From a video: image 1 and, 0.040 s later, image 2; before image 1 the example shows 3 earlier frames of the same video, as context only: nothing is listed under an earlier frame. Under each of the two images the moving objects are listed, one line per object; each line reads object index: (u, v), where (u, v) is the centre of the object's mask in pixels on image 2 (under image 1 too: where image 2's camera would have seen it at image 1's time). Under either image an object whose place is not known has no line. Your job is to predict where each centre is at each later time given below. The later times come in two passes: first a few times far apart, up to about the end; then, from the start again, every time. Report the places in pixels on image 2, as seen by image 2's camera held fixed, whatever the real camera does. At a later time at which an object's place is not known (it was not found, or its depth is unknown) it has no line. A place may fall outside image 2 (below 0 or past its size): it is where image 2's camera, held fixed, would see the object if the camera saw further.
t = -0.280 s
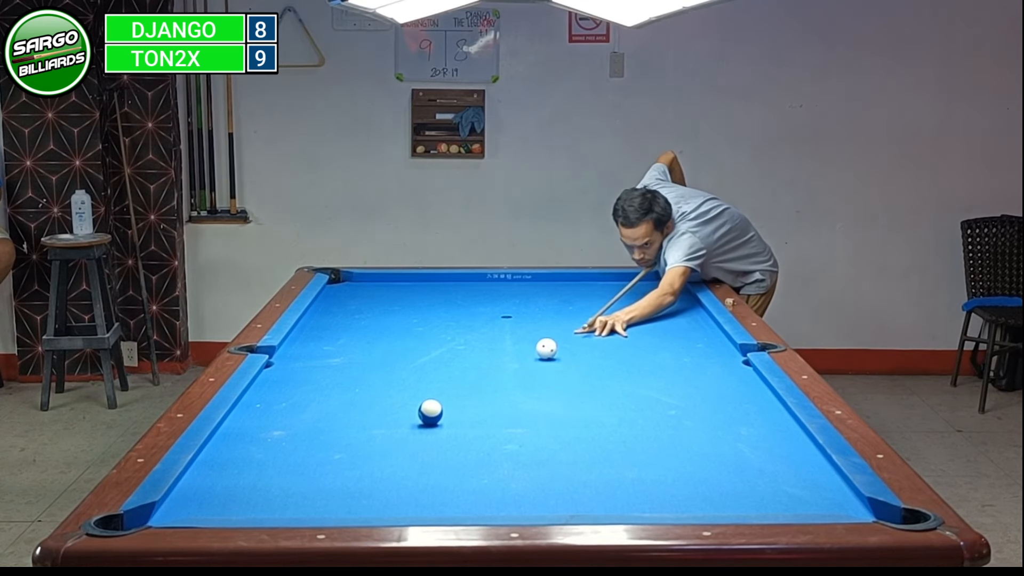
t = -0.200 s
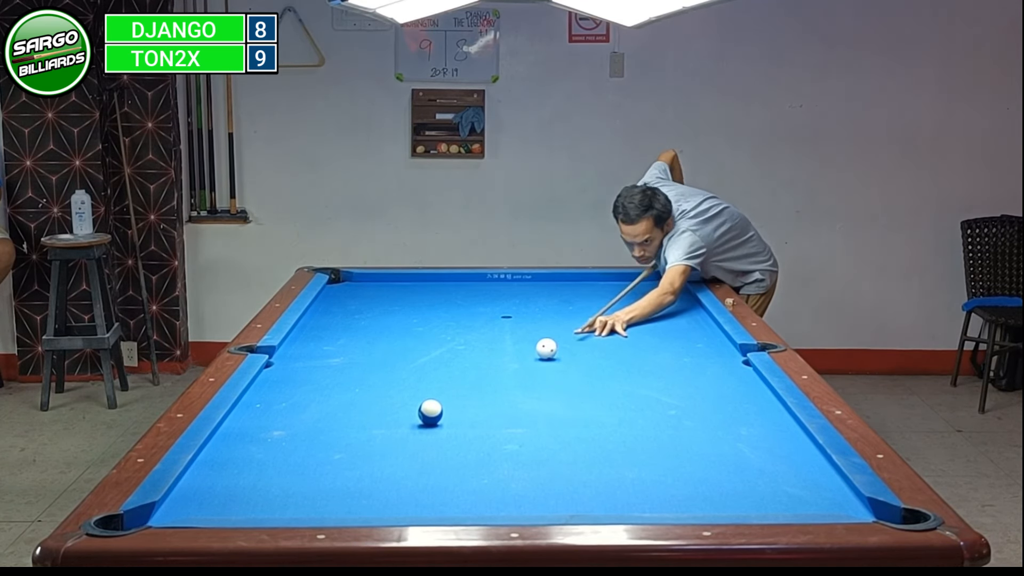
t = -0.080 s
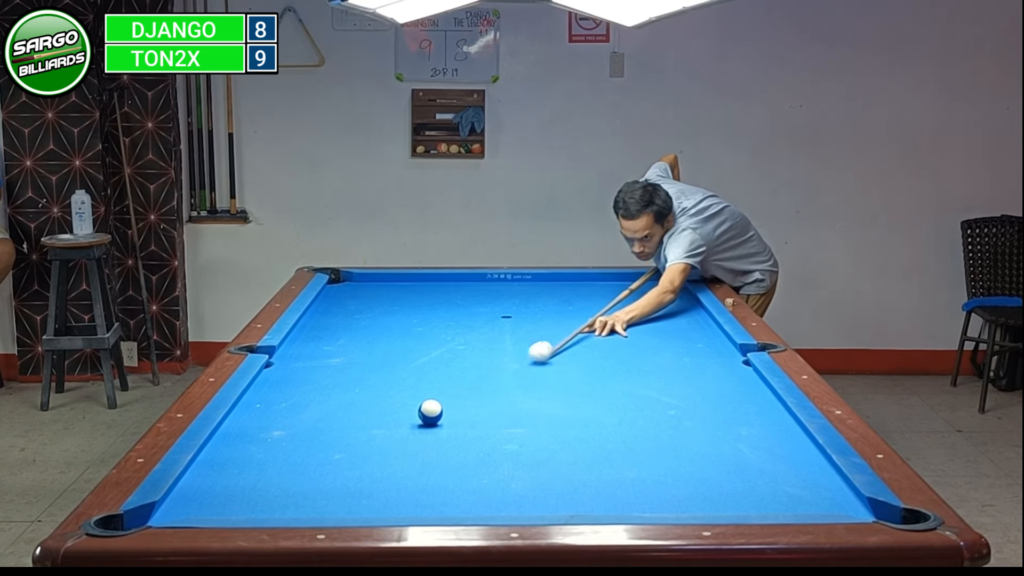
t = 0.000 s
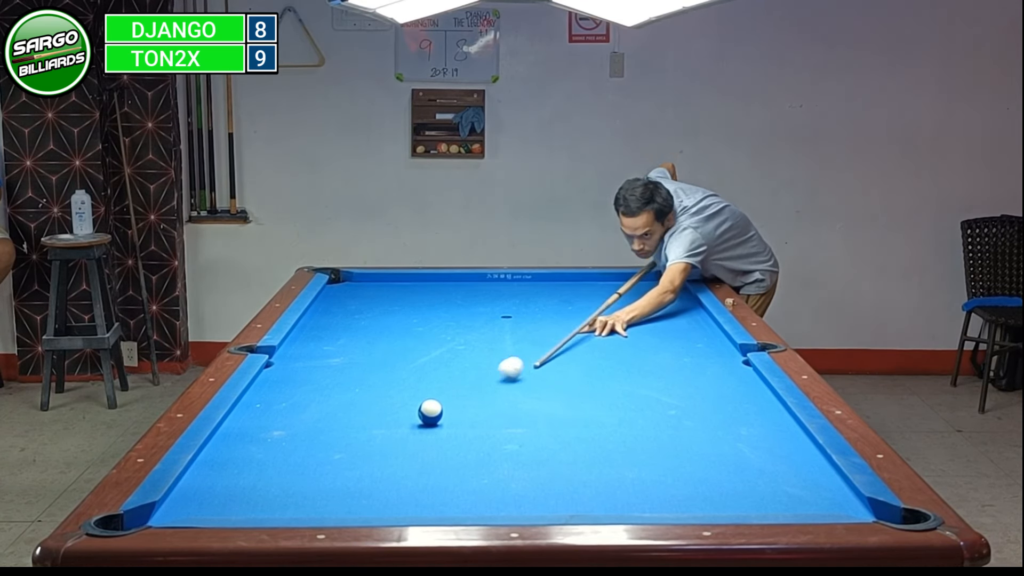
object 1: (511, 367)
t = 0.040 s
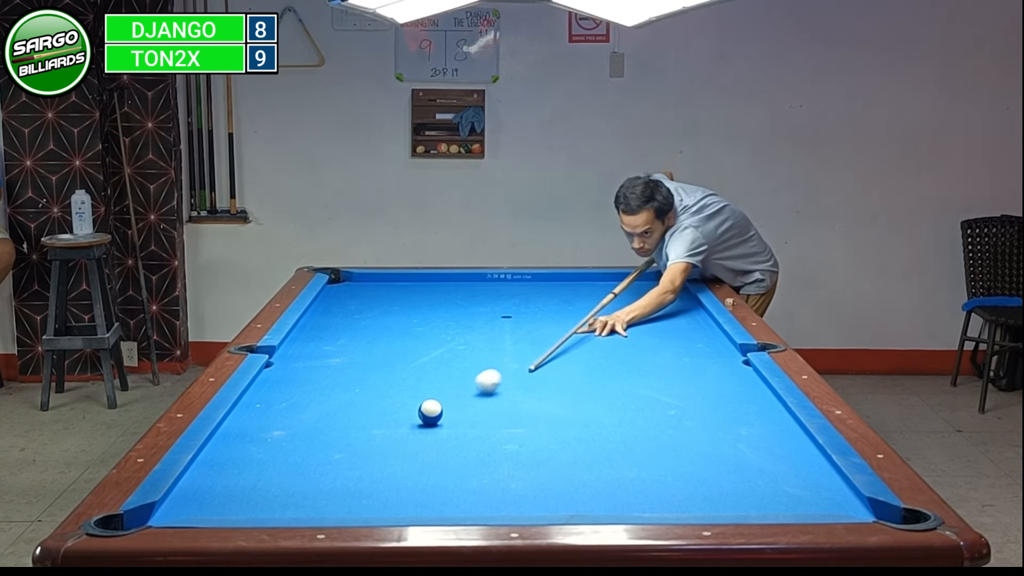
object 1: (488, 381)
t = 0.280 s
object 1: (462, 409)
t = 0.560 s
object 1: (493, 410)
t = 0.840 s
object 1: (518, 411)
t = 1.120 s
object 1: (543, 412)
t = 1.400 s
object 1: (565, 413)
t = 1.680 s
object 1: (582, 414)
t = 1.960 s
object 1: (598, 414)
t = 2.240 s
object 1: (610, 415)
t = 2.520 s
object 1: (620, 415)
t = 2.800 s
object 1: (626, 416)
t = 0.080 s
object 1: (473, 390)
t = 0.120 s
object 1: (450, 403)
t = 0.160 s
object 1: (449, 407)
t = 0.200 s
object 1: (452, 408)
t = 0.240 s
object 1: (458, 409)
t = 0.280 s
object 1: (462, 409)
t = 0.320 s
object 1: (466, 409)
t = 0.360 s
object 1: (471, 409)
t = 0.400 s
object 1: (475, 409)
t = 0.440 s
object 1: (480, 409)
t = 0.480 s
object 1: (484, 409)
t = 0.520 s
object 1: (487, 409)
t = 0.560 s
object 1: (493, 410)
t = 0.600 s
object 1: (496, 410)
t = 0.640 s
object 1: (499, 410)
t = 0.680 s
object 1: (504, 410)
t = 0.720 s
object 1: (507, 410)
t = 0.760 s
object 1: (512, 411)
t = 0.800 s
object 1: (515, 411)
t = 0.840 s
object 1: (518, 411)
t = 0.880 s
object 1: (523, 411)
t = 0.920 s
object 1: (526, 411)
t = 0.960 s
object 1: (529, 411)
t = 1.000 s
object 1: (533, 411)
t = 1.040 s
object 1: (536, 411)
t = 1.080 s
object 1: (541, 412)
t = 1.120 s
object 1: (543, 412)
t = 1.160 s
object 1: (546, 412)
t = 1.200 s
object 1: (550, 412)
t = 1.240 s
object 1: (552, 412)
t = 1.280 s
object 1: (555, 412)
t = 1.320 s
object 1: (559, 413)
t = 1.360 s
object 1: (561, 413)
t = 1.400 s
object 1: (565, 413)
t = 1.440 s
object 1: (567, 413)
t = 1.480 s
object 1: (569, 413)
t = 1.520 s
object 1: (573, 413)
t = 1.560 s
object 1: (575, 414)
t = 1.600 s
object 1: (577, 414)
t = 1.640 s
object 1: (580, 414)
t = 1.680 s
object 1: (582, 414)
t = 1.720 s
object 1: (585, 414)
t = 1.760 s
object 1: (587, 414)
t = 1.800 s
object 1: (589, 414)
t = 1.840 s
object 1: (592, 414)
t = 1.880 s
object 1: (594, 414)
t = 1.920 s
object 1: (595, 414)
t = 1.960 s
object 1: (598, 414)
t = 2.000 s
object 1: (600, 414)
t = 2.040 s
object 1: (602, 415)
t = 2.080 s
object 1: (603, 415)
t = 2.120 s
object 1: (605, 415)
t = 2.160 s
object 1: (607, 415)
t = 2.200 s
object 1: (608, 415)
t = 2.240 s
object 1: (610, 415)
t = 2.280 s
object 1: (612, 415)
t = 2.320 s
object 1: (613, 415)
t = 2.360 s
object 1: (615, 415)
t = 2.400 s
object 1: (616, 415)
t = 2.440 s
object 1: (617, 415)
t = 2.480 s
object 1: (619, 415)
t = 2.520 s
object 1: (620, 415)
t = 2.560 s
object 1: (620, 415)
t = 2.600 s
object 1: (622, 415)
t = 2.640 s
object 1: (622, 415)
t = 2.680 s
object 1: (624, 416)
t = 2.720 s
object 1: (624, 416)
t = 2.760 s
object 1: (625, 416)
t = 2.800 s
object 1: (626, 416)
